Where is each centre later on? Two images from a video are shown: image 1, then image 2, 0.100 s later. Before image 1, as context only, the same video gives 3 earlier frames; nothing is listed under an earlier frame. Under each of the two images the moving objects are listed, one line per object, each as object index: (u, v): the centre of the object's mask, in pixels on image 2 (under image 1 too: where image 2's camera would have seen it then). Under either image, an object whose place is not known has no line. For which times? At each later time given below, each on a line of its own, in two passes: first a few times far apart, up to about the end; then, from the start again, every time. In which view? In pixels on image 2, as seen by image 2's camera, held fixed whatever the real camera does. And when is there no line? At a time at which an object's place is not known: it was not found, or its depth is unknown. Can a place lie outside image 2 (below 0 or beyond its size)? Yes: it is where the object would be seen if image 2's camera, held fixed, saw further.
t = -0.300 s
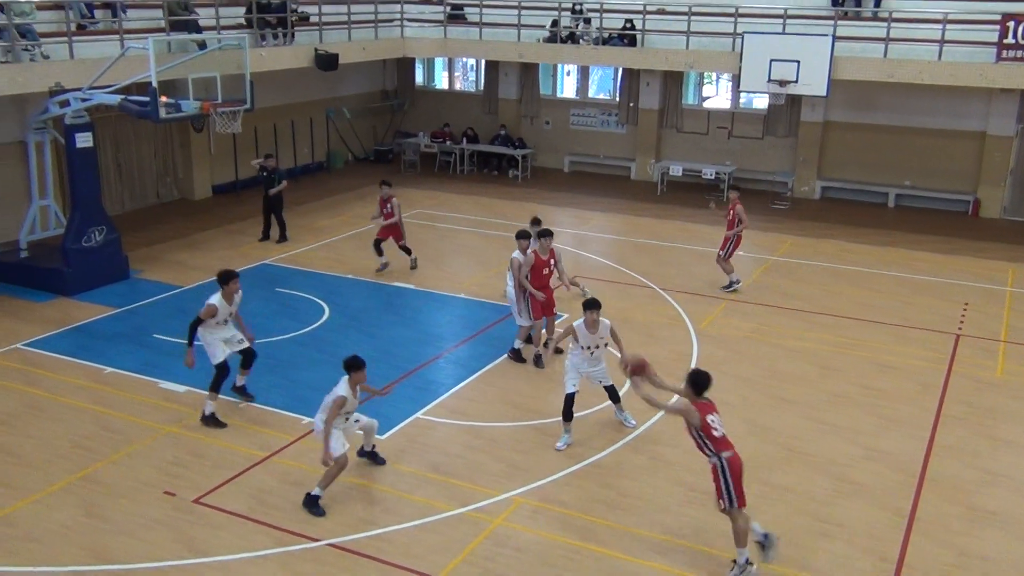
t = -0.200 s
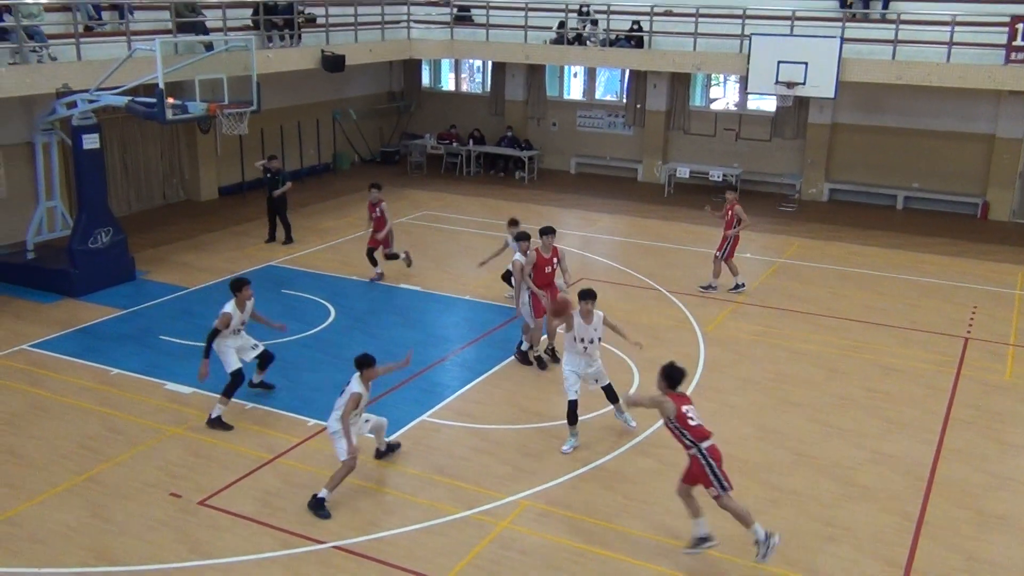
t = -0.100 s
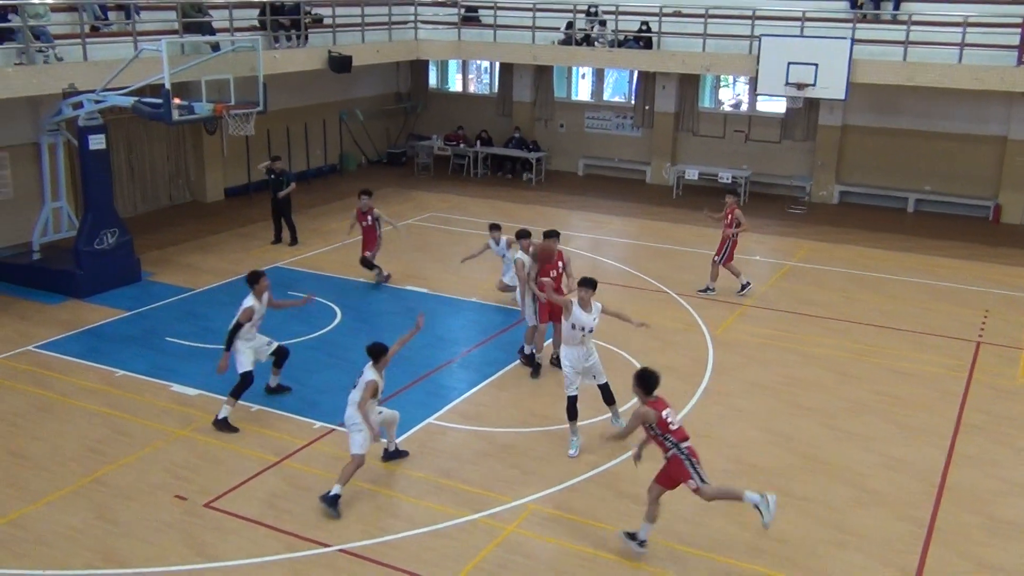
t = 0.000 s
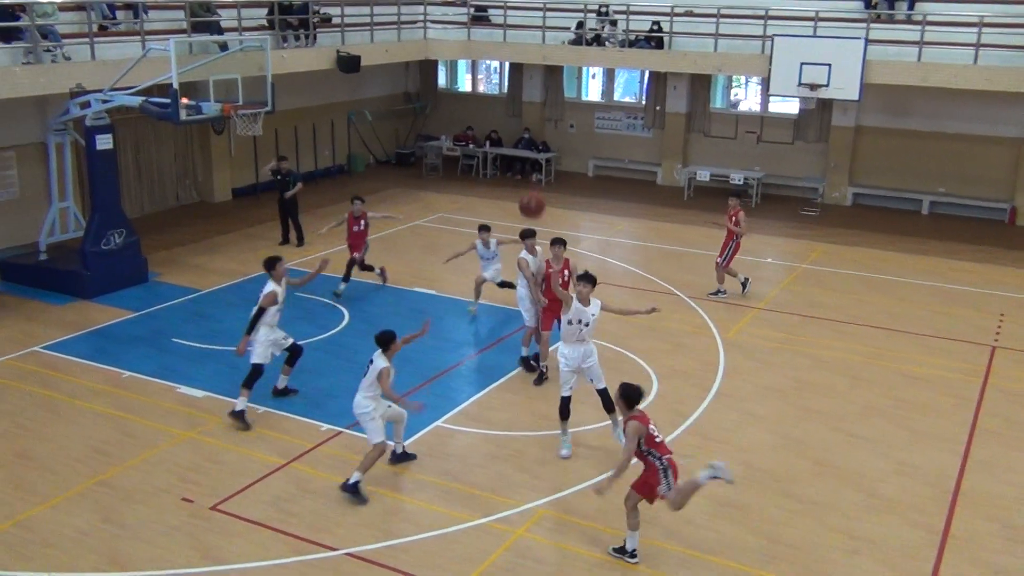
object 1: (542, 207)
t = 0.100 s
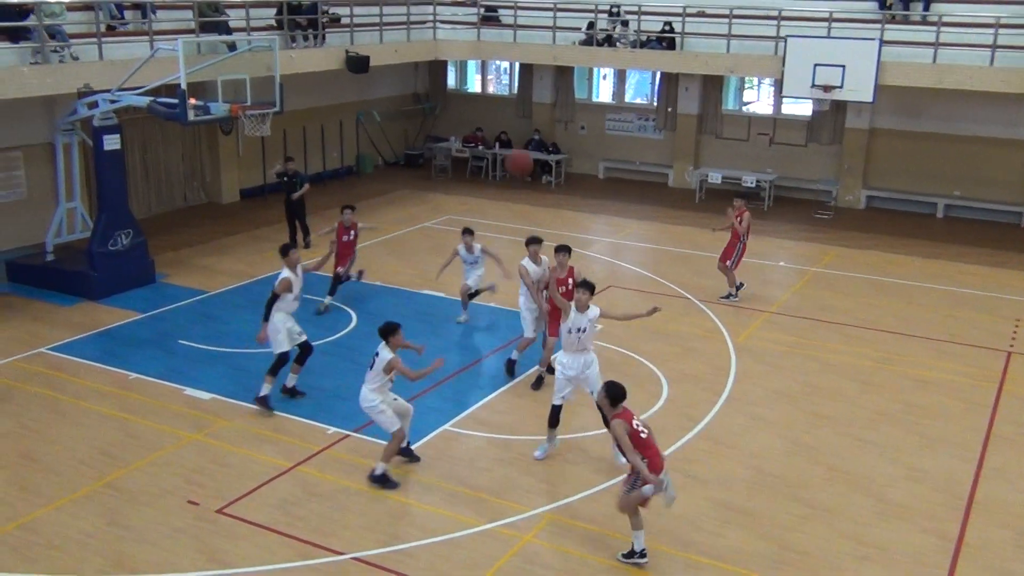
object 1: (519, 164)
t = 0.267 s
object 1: (478, 109)
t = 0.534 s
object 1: (402, 82)
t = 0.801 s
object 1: (316, 155)
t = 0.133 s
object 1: (511, 152)
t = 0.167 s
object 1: (504, 137)
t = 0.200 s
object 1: (495, 127)
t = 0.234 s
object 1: (487, 116)
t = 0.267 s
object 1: (478, 109)
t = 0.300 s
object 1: (469, 102)
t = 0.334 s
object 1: (460, 94)
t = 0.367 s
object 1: (450, 89)
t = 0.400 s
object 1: (441, 86)
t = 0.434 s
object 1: (432, 82)
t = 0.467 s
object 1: (422, 81)
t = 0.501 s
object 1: (412, 80)
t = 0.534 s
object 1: (402, 82)
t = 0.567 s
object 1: (393, 85)
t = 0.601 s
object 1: (381, 90)
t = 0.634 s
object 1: (371, 96)
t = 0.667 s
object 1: (360, 105)
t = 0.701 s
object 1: (350, 114)
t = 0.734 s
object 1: (338, 124)
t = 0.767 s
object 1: (328, 140)
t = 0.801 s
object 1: (316, 155)
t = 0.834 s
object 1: (305, 172)
